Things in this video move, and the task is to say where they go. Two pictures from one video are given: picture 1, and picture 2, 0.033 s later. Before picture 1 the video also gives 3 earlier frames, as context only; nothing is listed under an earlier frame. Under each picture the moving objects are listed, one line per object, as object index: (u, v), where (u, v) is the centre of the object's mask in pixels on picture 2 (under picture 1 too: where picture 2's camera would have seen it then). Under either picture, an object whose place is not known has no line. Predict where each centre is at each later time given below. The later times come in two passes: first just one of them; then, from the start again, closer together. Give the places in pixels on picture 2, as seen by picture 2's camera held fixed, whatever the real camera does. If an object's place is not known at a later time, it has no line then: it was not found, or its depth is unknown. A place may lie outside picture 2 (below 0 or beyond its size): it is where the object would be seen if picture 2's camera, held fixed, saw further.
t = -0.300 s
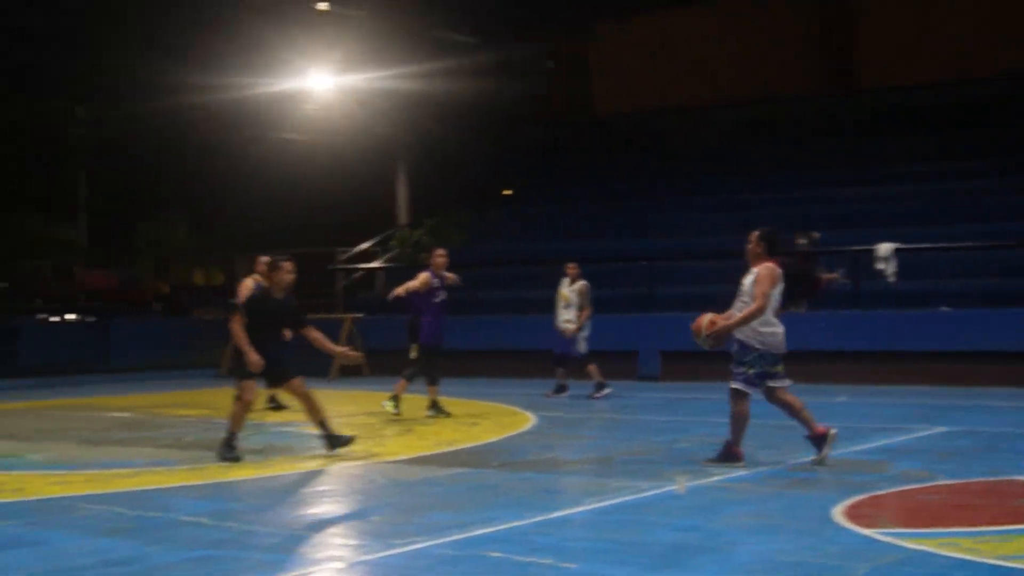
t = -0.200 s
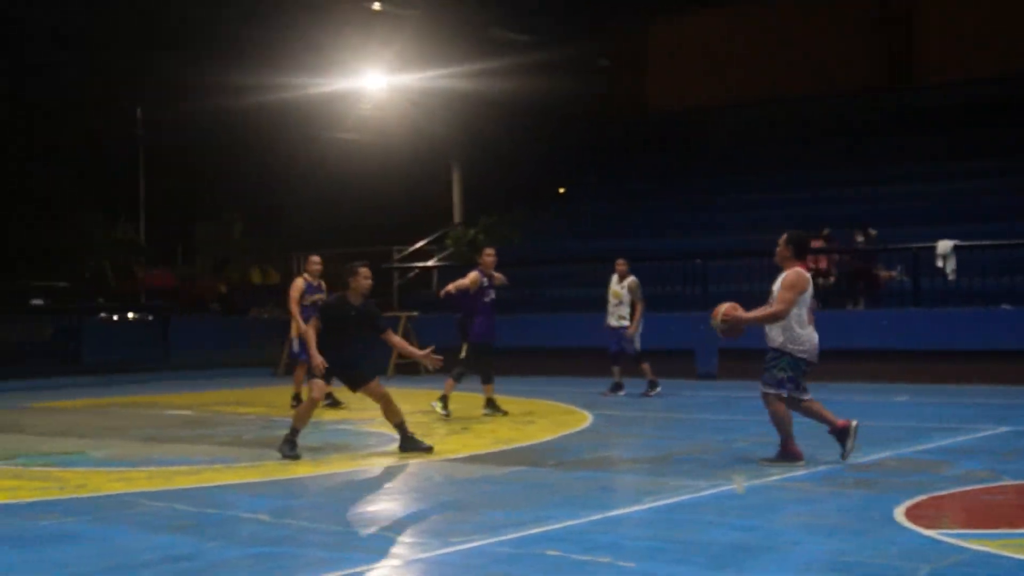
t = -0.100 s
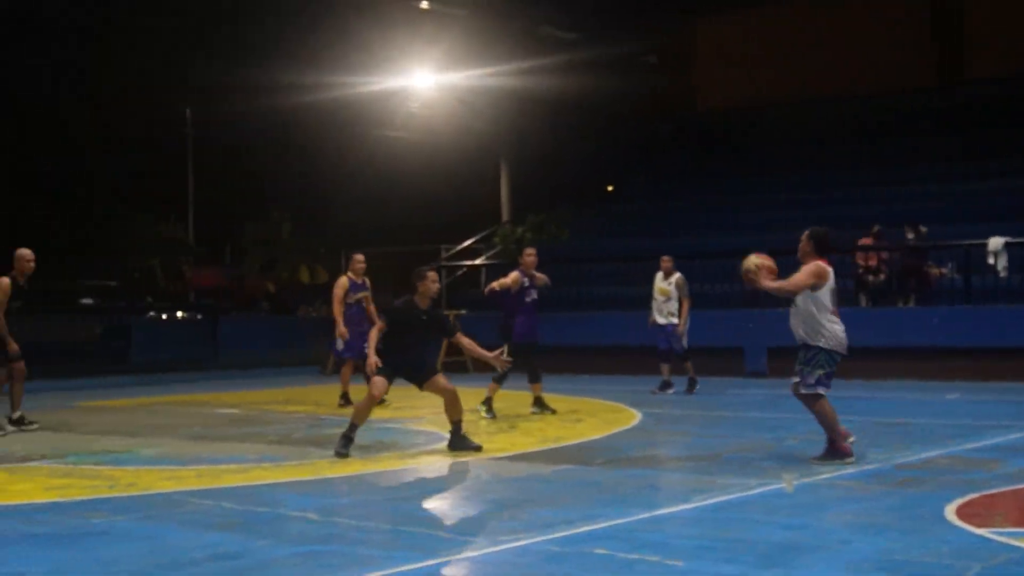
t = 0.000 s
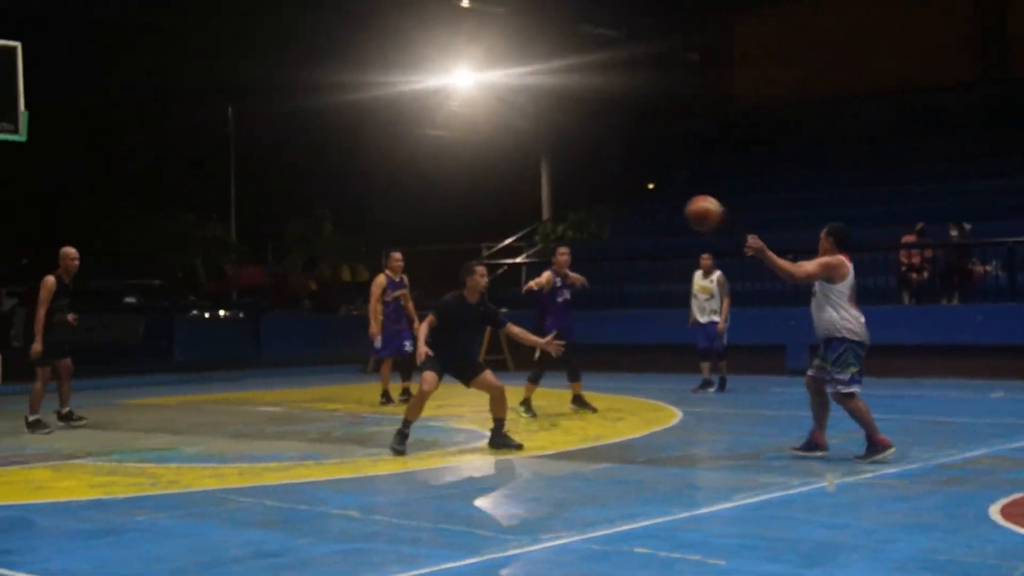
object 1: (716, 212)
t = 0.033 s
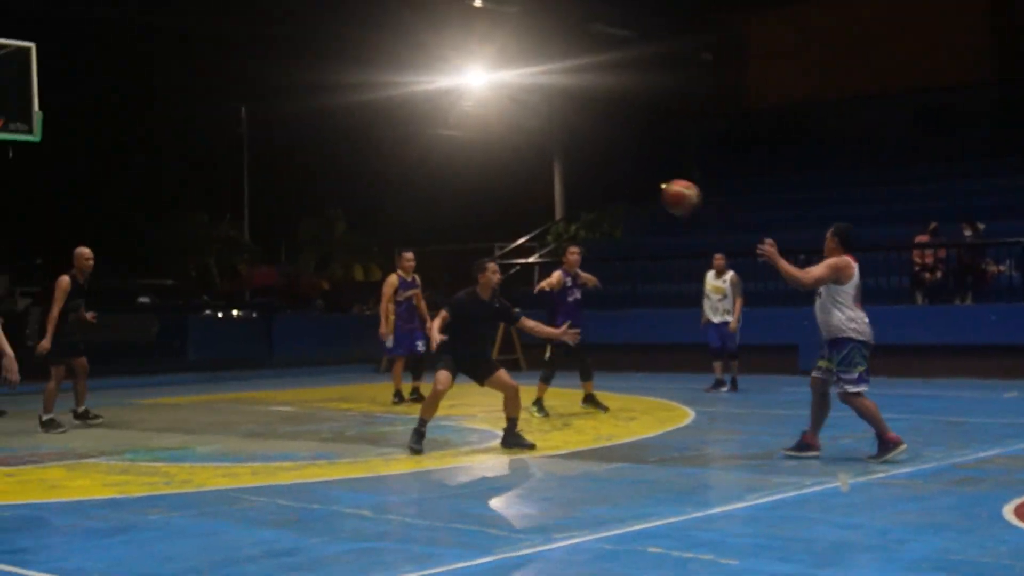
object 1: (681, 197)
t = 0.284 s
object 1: (432, 130)
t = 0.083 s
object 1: (628, 177)
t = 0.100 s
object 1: (611, 170)
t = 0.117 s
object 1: (595, 165)
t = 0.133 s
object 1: (578, 160)
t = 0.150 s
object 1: (561, 155)
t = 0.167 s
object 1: (545, 151)
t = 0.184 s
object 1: (529, 147)
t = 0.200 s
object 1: (512, 143)
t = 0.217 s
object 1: (497, 140)
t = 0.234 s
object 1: (480, 137)
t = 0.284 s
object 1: (432, 130)
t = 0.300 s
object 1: (416, 129)
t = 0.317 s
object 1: (399, 129)
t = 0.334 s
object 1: (384, 127)
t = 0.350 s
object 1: (368, 127)
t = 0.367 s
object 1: (353, 126)
